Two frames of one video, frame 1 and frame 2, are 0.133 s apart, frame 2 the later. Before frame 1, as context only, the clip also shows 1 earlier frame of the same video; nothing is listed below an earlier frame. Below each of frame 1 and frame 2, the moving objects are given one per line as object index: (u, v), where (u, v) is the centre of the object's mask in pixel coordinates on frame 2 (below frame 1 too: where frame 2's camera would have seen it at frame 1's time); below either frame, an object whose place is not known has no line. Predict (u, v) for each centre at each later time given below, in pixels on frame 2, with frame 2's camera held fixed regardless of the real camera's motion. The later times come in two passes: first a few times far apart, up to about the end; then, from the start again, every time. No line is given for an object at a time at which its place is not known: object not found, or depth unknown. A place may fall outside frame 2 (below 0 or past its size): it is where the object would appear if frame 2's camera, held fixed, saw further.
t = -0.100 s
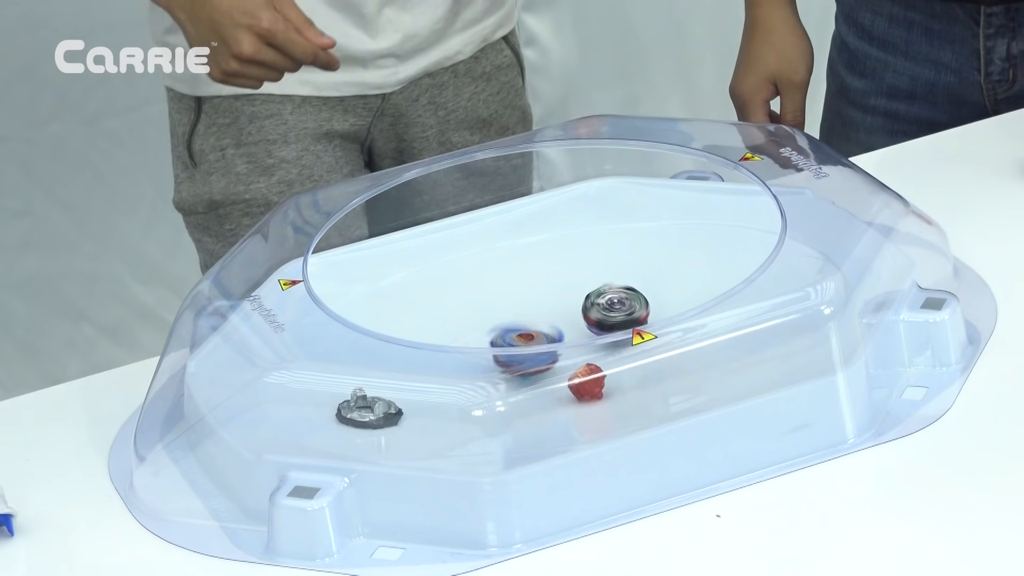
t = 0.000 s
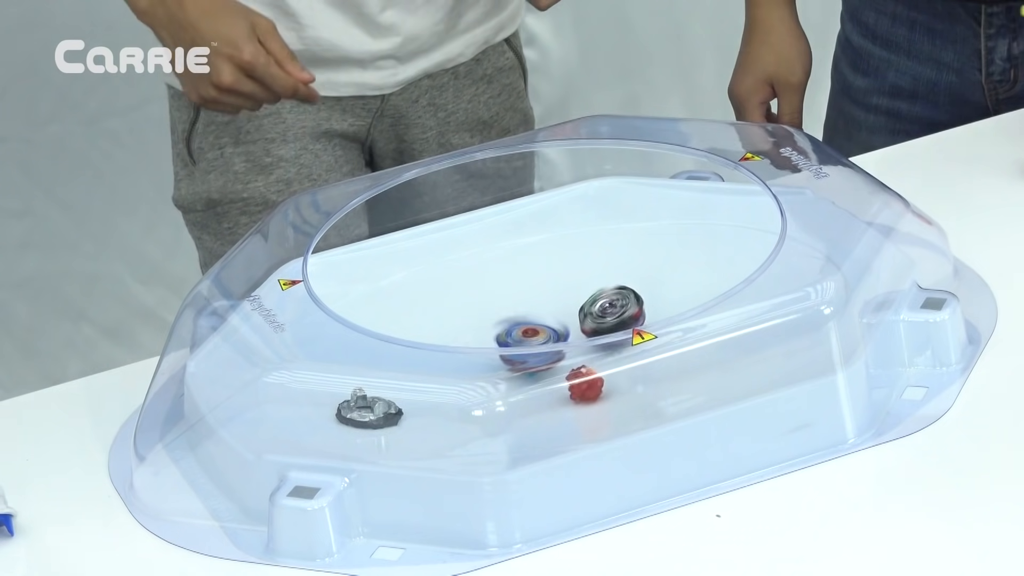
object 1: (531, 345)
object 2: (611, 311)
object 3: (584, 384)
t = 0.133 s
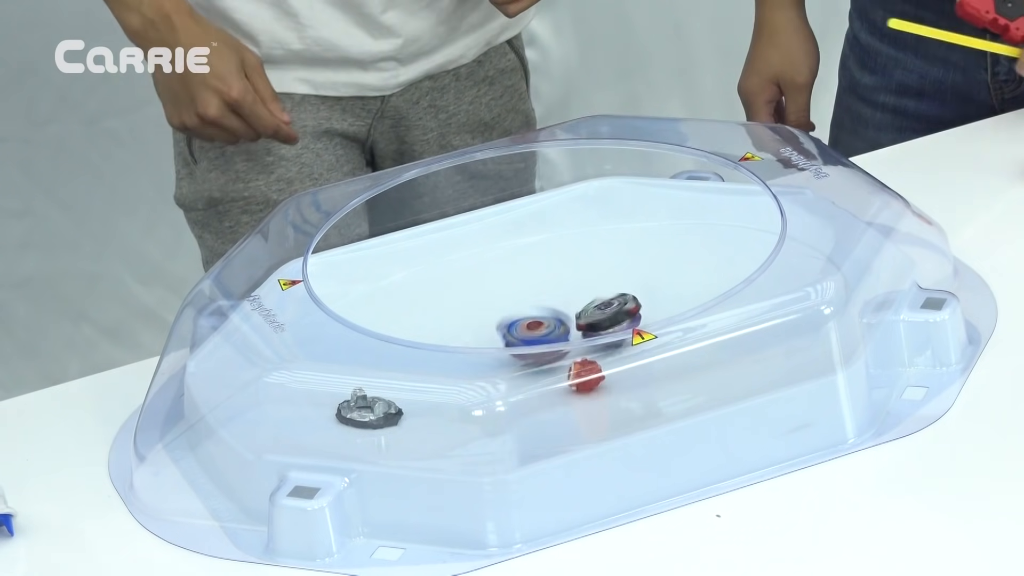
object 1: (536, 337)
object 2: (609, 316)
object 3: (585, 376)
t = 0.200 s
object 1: (535, 329)
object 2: (607, 316)
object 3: (583, 371)
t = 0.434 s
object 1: (471, 337)
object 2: (607, 318)
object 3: (586, 362)
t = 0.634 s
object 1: (452, 357)
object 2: (601, 317)
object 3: (570, 368)
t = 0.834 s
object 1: (477, 371)
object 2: (598, 317)
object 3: (567, 370)
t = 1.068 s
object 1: (513, 359)
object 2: (591, 322)
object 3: (736, 338)
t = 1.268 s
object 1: (524, 346)
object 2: (587, 319)
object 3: (866, 267)
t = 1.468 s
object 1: (489, 346)
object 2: (613, 316)
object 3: (801, 255)
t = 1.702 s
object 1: (477, 347)
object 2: (601, 323)
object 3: (673, 281)
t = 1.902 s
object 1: (487, 347)
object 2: (592, 330)
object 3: (599, 298)
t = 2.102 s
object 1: (497, 347)
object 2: (587, 329)
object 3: (555, 314)
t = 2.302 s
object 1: (475, 354)
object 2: (631, 339)
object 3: (536, 322)
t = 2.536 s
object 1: (474, 355)
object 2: (649, 341)
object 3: (542, 345)
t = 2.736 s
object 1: (494, 355)
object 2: (641, 342)
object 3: (555, 354)
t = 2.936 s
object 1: (533, 346)
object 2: (621, 340)
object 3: (581, 328)
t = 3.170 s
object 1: (528, 325)
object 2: (654, 334)
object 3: (588, 323)
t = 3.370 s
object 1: (497, 325)
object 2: (650, 332)
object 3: (586, 324)
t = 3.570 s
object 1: (495, 330)
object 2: (631, 341)
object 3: (575, 328)
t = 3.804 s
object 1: (535, 345)
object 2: (619, 340)
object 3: (569, 326)
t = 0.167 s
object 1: (538, 335)
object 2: (607, 317)
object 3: (584, 373)
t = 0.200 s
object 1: (535, 329)
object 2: (607, 316)
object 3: (583, 371)
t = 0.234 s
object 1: (527, 329)
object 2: (611, 316)
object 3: (583, 369)
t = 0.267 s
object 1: (518, 329)
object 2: (614, 315)
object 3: (582, 368)
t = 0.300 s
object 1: (506, 329)
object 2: (613, 315)
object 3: (581, 366)
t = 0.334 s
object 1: (497, 329)
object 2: (612, 315)
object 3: (581, 366)
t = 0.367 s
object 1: (487, 330)
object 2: (611, 316)
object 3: (583, 364)
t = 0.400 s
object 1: (479, 331)
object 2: (609, 317)
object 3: (585, 363)
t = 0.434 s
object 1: (471, 337)
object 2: (607, 318)
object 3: (586, 362)
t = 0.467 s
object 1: (465, 339)
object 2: (607, 319)
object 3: (587, 361)
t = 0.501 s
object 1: (460, 342)
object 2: (605, 320)
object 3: (587, 361)
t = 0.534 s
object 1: (458, 344)
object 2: (603, 319)
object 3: (587, 361)
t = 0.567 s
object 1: (456, 347)
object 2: (603, 319)
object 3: (581, 363)
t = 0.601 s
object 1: (453, 353)
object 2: (602, 318)
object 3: (575, 366)
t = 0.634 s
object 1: (452, 357)
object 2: (601, 317)
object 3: (570, 368)
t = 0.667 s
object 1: (452, 359)
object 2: (600, 316)
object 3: (568, 369)
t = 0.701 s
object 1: (454, 361)
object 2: (600, 316)
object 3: (567, 370)
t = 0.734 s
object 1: (456, 368)
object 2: (599, 316)
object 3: (568, 370)
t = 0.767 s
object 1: (463, 369)
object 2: (600, 315)
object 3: (568, 370)
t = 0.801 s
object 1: (467, 370)
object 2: (599, 316)
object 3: (568, 370)
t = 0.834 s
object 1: (477, 371)
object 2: (598, 317)
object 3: (567, 370)
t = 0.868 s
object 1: (484, 371)
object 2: (597, 318)
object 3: (567, 370)
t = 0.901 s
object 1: (492, 365)
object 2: (597, 319)
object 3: (566, 370)
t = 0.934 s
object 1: (500, 364)
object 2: (597, 320)
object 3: (565, 370)
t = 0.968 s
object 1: (510, 368)
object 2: (596, 321)
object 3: (563, 368)
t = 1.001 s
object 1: (511, 361)
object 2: (595, 321)
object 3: (619, 360)
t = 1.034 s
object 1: (512, 359)
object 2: (594, 322)
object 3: (681, 350)
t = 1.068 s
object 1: (513, 359)
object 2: (591, 322)
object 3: (736, 338)
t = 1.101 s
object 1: (515, 356)
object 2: (588, 322)
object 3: (787, 321)
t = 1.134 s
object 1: (517, 354)
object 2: (586, 322)
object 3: (828, 306)
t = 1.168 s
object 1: (520, 354)
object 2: (585, 322)
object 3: (860, 289)
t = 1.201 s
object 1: (523, 354)
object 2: (584, 321)
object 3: (874, 278)
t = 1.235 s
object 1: (525, 347)
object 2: (584, 320)
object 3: (871, 271)
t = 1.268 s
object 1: (524, 346)
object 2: (587, 319)
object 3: (866, 267)
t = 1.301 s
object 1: (518, 346)
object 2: (595, 317)
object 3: (858, 260)
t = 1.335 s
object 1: (512, 346)
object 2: (600, 315)
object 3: (853, 258)
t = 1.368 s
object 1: (505, 346)
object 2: (604, 314)
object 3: (843, 255)
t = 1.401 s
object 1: (498, 346)
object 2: (609, 314)
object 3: (833, 253)
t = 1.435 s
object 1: (494, 346)
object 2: (610, 320)
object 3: (817, 254)
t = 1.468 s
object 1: (489, 346)
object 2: (613, 316)
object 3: (801, 255)
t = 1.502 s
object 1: (485, 347)
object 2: (615, 316)
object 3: (787, 258)
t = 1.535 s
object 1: (483, 347)
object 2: (617, 316)
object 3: (763, 257)
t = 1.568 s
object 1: (480, 347)
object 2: (616, 318)
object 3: (745, 258)
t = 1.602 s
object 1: (479, 347)
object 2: (614, 319)
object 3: (728, 267)
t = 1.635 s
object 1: (478, 347)
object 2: (610, 322)
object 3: (708, 268)
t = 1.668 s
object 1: (477, 347)
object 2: (605, 323)
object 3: (690, 273)
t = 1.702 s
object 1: (477, 347)
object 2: (601, 323)
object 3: (673, 281)
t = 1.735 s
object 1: (478, 347)
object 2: (597, 323)
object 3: (656, 287)
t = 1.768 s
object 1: (478, 347)
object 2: (597, 329)
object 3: (639, 297)
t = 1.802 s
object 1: (479, 347)
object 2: (596, 328)
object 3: (623, 303)
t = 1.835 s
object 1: (481, 347)
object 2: (596, 329)
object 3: (612, 303)
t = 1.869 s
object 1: (483, 347)
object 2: (596, 329)
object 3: (606, 299)
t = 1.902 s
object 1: (487, 347)
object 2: (592, 330)
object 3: (599, 298)
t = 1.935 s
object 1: (491, 347)
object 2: (587, 329)
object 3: (588, 298)
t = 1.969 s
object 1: (494, 347)
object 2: (582, 332)
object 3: (580, 303)
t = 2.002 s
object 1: (500, 347)
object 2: (577, 332)
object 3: (568, 308)
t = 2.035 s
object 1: (507, 347)
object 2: (575, 337)
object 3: (562, 312)
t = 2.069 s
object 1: (504, 347)
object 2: (578, 332)
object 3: (557, 312)
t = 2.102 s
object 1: (497, 347)
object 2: (587, 329)
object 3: (555, 314)
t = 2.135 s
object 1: (492, 347)
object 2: (596, 337)
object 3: (554, 315)
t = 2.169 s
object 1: (487, 347)
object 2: (604, 335)
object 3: (551, 317)
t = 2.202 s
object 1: (483, 347)
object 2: (612, 342)
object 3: (547, 319)
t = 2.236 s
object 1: (478, 354)
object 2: (619, 340)
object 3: (542, 320)
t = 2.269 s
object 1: (476, 354)
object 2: (626, 339)
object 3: (538, 321)
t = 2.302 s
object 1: (475, 354)
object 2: (631, 339)
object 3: (536, 322)
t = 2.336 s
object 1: (472, 354)
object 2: (637, 342)
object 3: (535, 326)
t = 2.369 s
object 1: (471, 354)
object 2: (643, 342)
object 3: (534, 330)
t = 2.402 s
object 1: (470, 354)
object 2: (641, 342)
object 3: (533, 332)
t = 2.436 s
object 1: (472, 354)
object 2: (645, 341)
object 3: (533, 333)
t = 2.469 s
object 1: (472, 354)
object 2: (646, 341)
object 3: (535, 336)
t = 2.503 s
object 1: (472, 354)
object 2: (647, 339)
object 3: (538, 337)
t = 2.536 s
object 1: (474, 355)
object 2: (649, 341)
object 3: (542, 345)
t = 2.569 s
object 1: (476, 355)
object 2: (650, 340)
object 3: (546, 352)
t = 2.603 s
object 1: (479, 355)
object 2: (647, 339)
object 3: (548, 353)
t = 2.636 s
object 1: (481, 355)
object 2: (646, 339)
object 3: (550, 353)
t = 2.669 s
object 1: (485, 355)
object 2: (645, 339)
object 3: (553, 354)
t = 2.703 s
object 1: (490, 354)
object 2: (645, 342)
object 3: (554, 354)
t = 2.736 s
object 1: (494, 355)
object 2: (641, 342)
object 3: (555, 354)
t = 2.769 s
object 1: (501, 355)
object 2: (637, 342)
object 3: (555, 354)
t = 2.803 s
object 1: (508, 354)
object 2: (630, 340)
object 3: (559, 354)
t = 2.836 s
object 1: (515, 354)
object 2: (626, 340)
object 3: (571, 348)
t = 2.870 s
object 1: (520, 354)
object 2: (623, 339)
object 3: (580, 339)
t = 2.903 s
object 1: (527, 354)
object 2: (621, 340)
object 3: (581, 330)
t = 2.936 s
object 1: (533, 346)
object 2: (621, 340)
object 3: (581, 328)
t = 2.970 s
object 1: (540, 345)
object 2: (621, 340)
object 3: (582, 326)
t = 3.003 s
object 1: (548, 342)
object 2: (620, 340)
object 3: (585, 323)
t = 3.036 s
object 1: (549, 339)
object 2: (624, 339)
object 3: (589, 323)
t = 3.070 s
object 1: (545, 335)
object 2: (637, 342)
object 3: (591, 323)
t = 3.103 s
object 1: (539, 328)
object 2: (645, 342)
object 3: (588, 324)
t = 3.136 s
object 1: (534, 326)
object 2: (654, 334)
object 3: (588, 324)
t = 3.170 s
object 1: (528, 325)
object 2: (654, 334)
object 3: (588, 323)
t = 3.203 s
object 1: (522, 324)
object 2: (654, 334)
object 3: (588, 323)
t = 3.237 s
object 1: (517, 324)
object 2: (650, 331)
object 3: (588, 323)
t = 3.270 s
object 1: (509, 322)
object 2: (648, 331)
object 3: (588, 323)
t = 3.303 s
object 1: (503, 323)
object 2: (650, 332)
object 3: (588, 323)
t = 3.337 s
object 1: (498, 323)
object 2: (647, 331)
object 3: (587, 323)
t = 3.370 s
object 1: (497, 325)
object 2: (650, 332)
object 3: (586, 324)
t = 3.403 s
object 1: (493, 326)
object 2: (650, 332)
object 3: (584, 325)
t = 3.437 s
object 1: (493, 326)
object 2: (645, 339)
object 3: (582, 325)
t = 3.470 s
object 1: (492, 327)
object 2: (646, 339)
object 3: (581, 326)
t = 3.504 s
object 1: (493, 328)
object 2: (643, 343)
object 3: (579, 327)
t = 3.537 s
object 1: (494, 329)
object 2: (631, 339)
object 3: (577, 327)
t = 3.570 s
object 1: (495, 330)
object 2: (631, 341)
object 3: (575, 328)
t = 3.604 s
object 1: (497, 331)
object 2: (625, 339)
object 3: (571, 328)
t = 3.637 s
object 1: (501, 338)
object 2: (622, 340)
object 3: (568, 329)
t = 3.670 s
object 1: (504, 340)
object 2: (619, 340)
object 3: (565, 330)
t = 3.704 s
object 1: (510, 344)
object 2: (619, 340)
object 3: (563, 330)
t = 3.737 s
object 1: (517, 346)
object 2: (619, 340)
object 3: (564, 330)
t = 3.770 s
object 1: (527, 346)
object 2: (619, 340)
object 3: (567, 328)
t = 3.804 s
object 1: (535, 345)
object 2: (619, 340)
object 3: (569, 326)
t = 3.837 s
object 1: (543, 345)
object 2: (619, 340)
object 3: (571, 325)
